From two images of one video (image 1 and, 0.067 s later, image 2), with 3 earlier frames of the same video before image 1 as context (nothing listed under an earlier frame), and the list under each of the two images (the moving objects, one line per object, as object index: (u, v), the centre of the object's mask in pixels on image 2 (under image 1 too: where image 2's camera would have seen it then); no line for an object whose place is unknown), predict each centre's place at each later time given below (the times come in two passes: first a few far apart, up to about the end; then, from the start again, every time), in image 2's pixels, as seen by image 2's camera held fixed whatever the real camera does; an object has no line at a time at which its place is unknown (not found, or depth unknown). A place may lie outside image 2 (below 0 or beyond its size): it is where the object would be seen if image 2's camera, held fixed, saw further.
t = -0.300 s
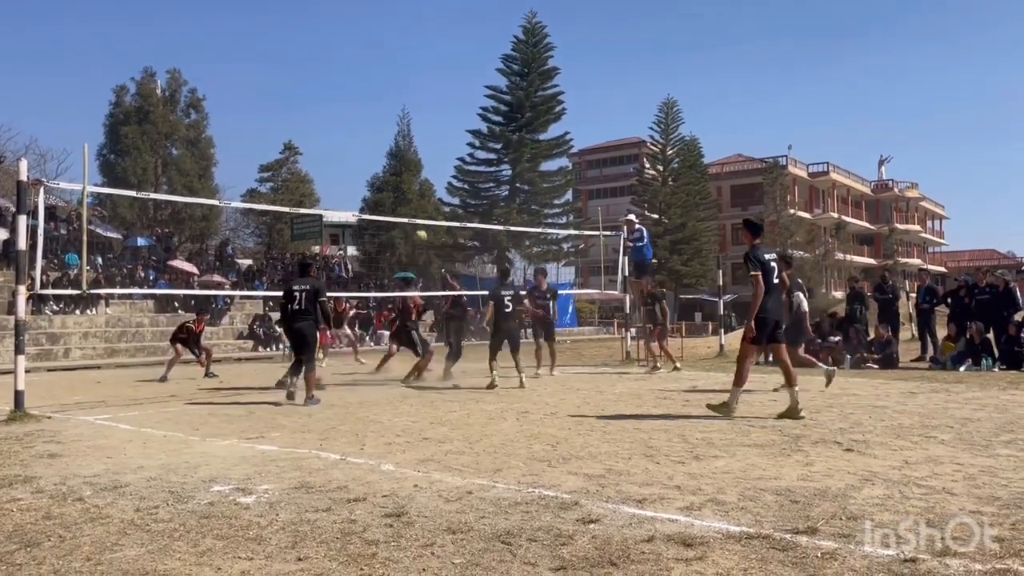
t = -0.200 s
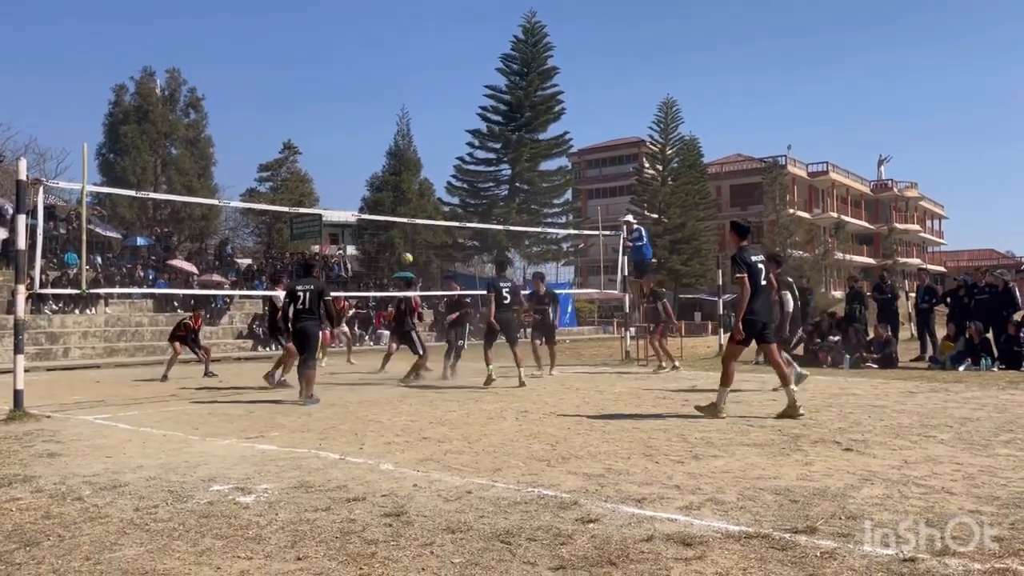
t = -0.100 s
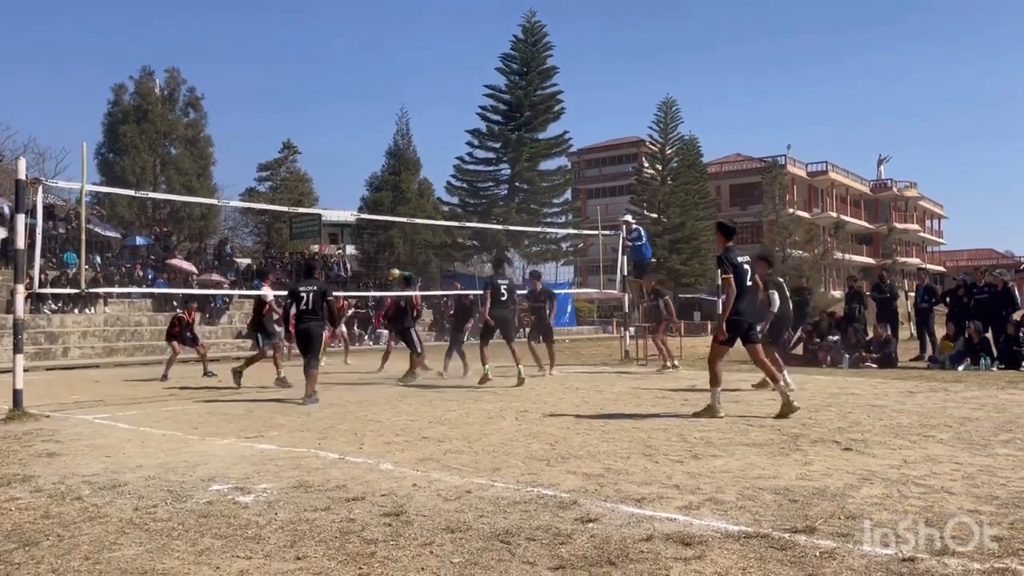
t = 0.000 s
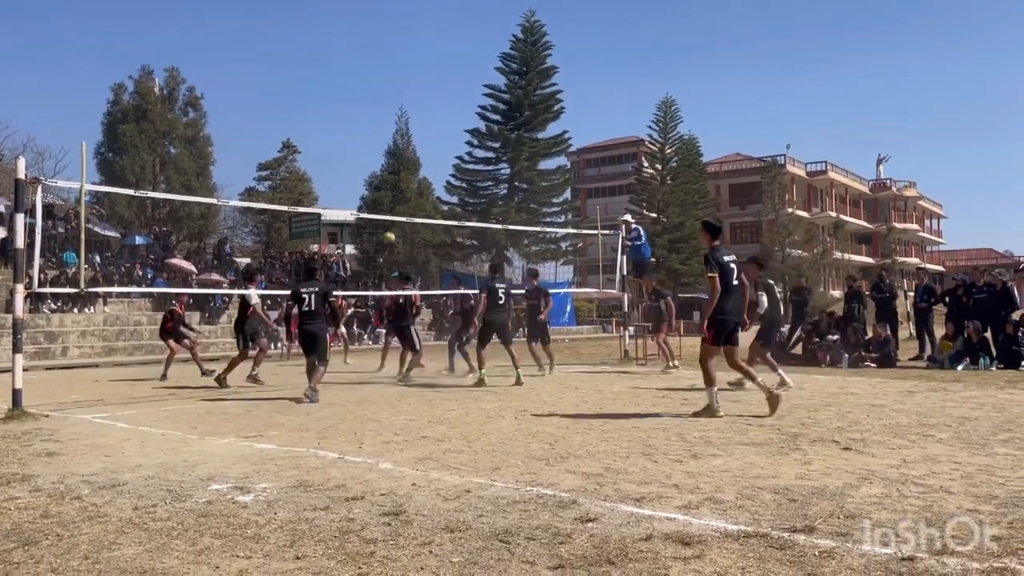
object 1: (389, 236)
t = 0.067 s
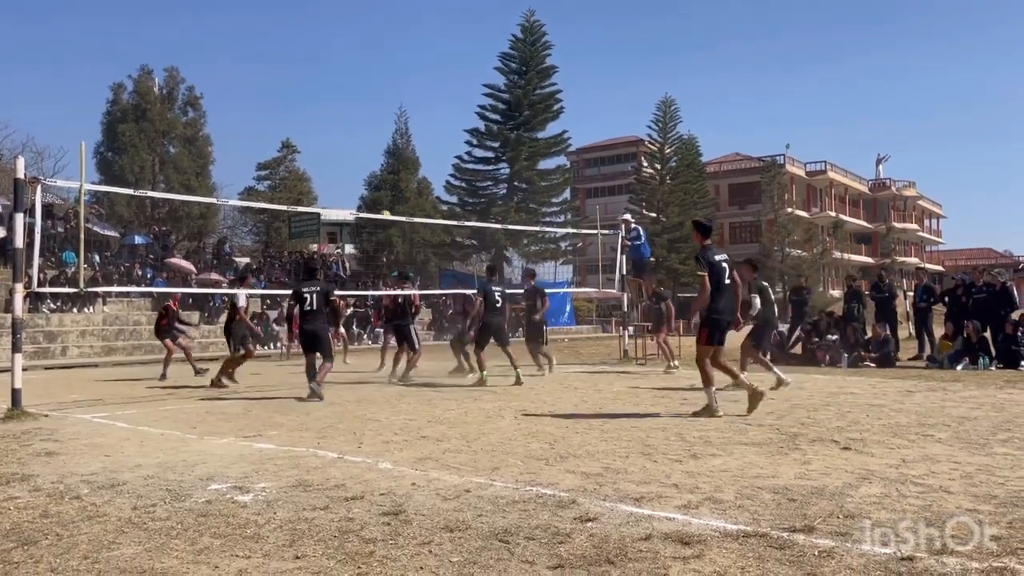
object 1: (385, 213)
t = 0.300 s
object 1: (373, 161)
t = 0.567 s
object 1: (360, 135)
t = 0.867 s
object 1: (345, 155)
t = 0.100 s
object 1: (384, 205)
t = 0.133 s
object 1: (383, 195)
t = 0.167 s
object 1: (381, 188)
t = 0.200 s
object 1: (379, 180)
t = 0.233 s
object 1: (377, 173)
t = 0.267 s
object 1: (375, 166)
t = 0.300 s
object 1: (373, 161)
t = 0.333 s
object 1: (372, 155)
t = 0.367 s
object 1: (371, 150)
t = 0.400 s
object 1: (369, 146)
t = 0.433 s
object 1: (367, 143)
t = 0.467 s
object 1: (366, 140)
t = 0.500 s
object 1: (364, 138)
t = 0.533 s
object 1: (362, 136)
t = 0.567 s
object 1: (360, 135)
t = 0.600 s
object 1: (359, 134)
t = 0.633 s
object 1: (357, 134)
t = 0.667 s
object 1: (355, 135)
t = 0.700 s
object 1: (354, 137)
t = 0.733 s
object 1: (352, 139)
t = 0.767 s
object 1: (350, 142)
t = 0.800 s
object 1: (349, 145)
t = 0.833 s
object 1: (347, 150)
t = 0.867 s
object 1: (345, 155)
